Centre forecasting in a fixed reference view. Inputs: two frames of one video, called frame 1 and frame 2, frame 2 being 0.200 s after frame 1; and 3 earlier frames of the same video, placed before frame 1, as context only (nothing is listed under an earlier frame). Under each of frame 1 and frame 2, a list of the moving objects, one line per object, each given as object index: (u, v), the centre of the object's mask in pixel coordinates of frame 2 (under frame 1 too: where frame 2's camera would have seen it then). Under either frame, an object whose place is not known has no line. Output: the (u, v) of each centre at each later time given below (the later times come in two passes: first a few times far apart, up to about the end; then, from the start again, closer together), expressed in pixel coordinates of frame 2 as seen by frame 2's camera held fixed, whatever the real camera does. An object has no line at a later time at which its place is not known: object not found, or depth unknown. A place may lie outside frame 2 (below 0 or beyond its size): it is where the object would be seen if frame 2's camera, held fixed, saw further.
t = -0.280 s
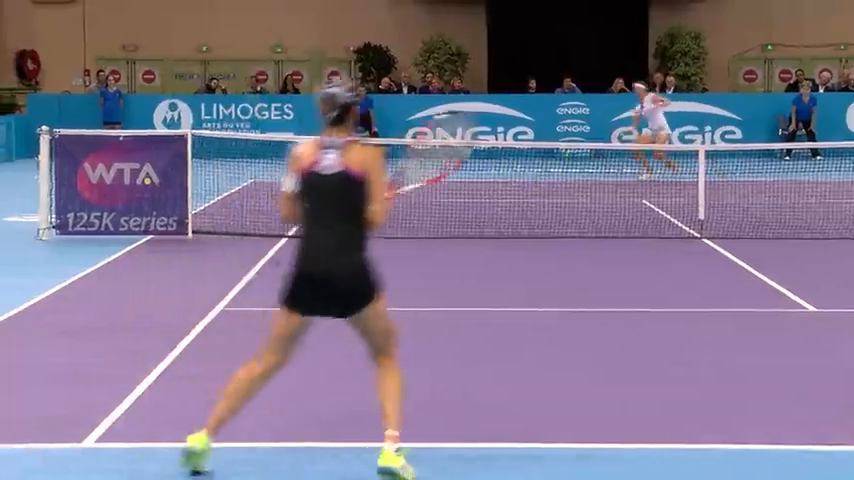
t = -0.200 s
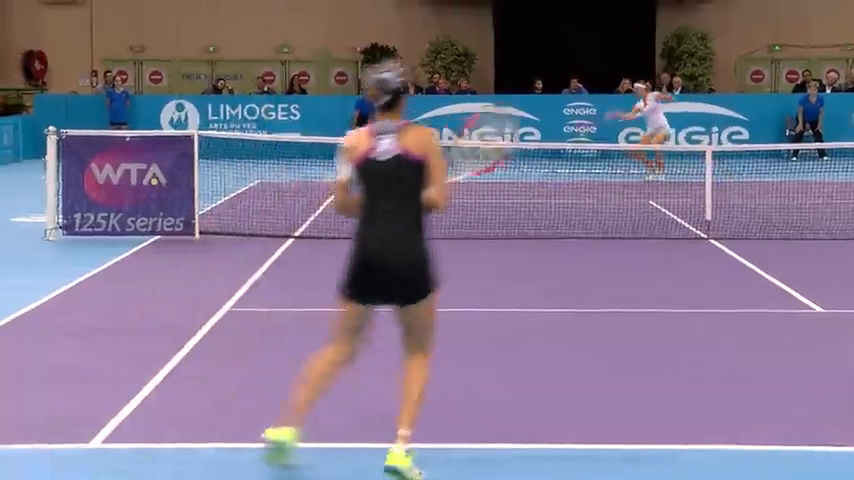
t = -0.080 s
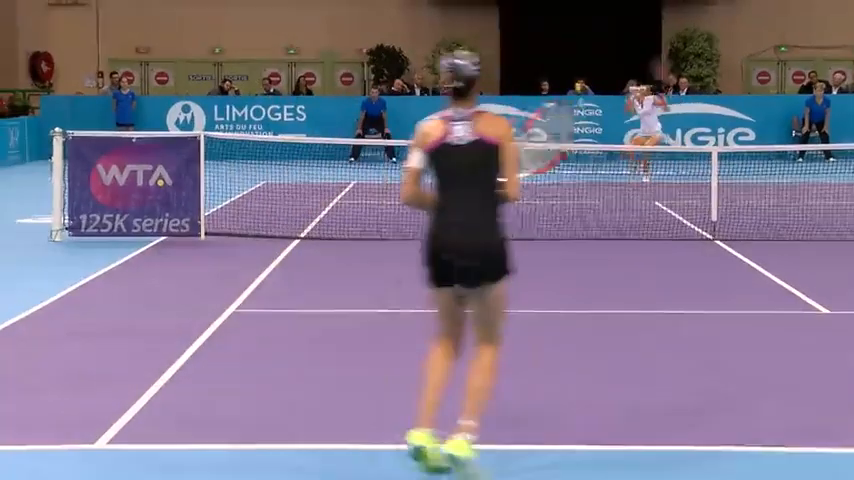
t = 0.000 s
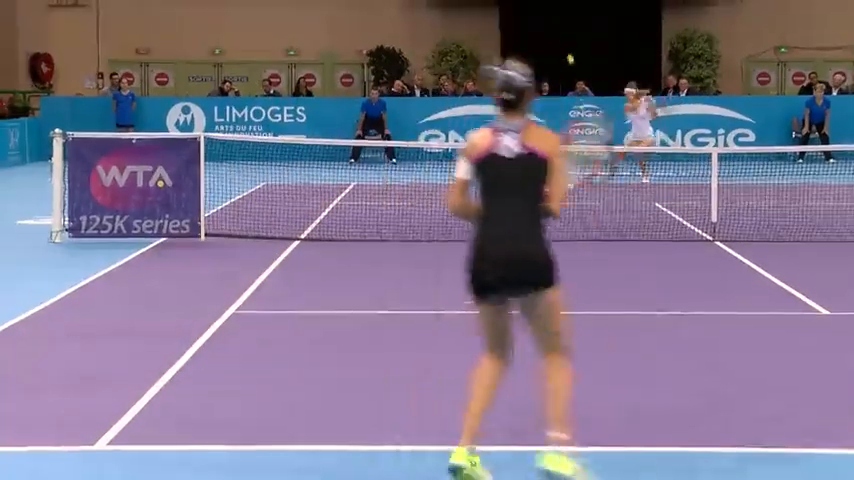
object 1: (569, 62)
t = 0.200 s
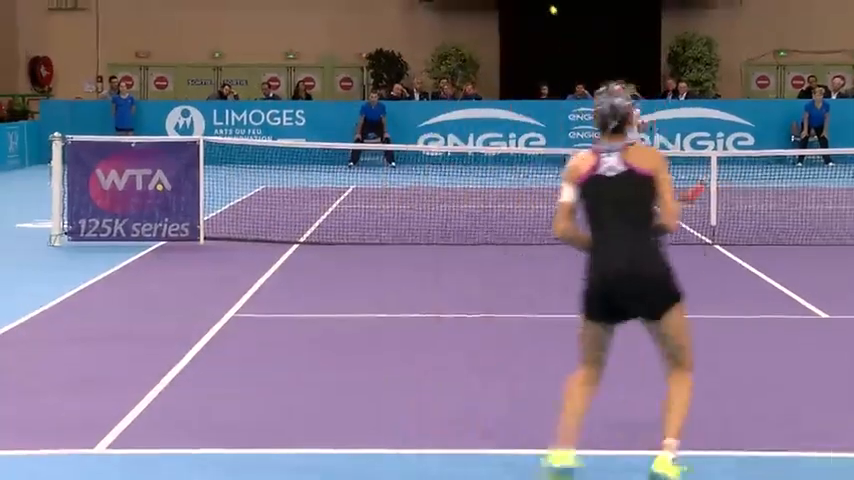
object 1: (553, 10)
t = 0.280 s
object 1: (547, -1)
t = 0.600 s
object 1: (526, 21)
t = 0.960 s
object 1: (507, 253)
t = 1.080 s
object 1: (500, 259)
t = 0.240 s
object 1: (550, 3)
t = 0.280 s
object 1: (547, -1)
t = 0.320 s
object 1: (545, -3)
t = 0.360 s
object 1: (541, -6)
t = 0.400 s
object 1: (539, -8)
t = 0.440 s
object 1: (537, -7)
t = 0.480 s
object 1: (534, -3)
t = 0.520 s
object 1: (531, 2)
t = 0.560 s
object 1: (529, 10)
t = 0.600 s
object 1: (526, 21)
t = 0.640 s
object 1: (524, 34)
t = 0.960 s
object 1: (507, 253)
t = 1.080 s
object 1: (500, 259)
